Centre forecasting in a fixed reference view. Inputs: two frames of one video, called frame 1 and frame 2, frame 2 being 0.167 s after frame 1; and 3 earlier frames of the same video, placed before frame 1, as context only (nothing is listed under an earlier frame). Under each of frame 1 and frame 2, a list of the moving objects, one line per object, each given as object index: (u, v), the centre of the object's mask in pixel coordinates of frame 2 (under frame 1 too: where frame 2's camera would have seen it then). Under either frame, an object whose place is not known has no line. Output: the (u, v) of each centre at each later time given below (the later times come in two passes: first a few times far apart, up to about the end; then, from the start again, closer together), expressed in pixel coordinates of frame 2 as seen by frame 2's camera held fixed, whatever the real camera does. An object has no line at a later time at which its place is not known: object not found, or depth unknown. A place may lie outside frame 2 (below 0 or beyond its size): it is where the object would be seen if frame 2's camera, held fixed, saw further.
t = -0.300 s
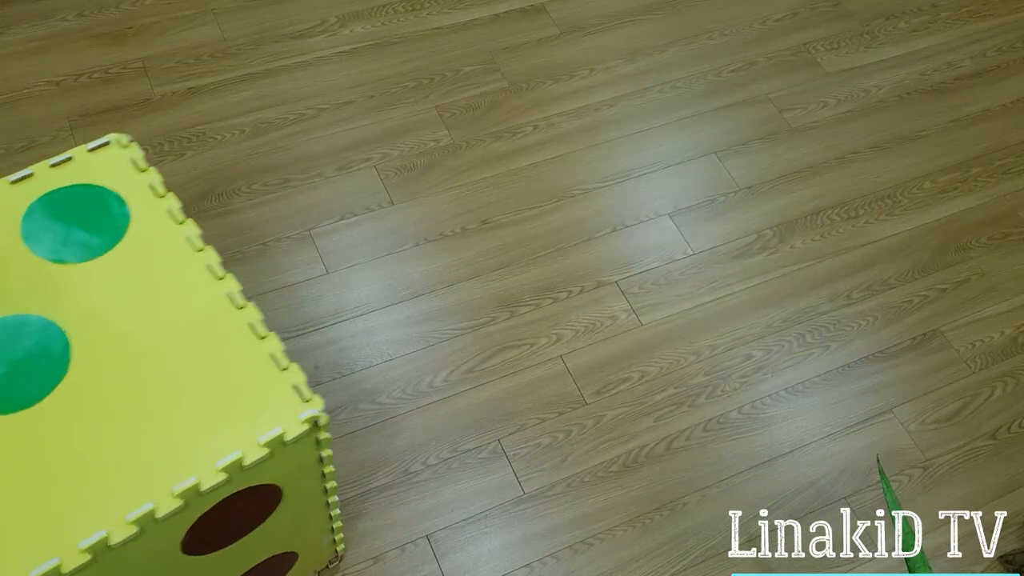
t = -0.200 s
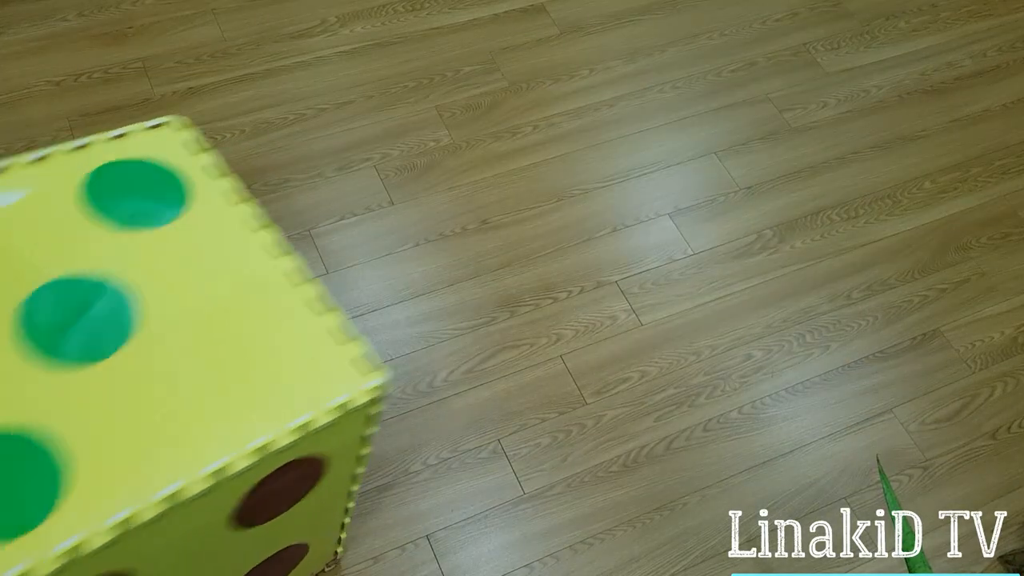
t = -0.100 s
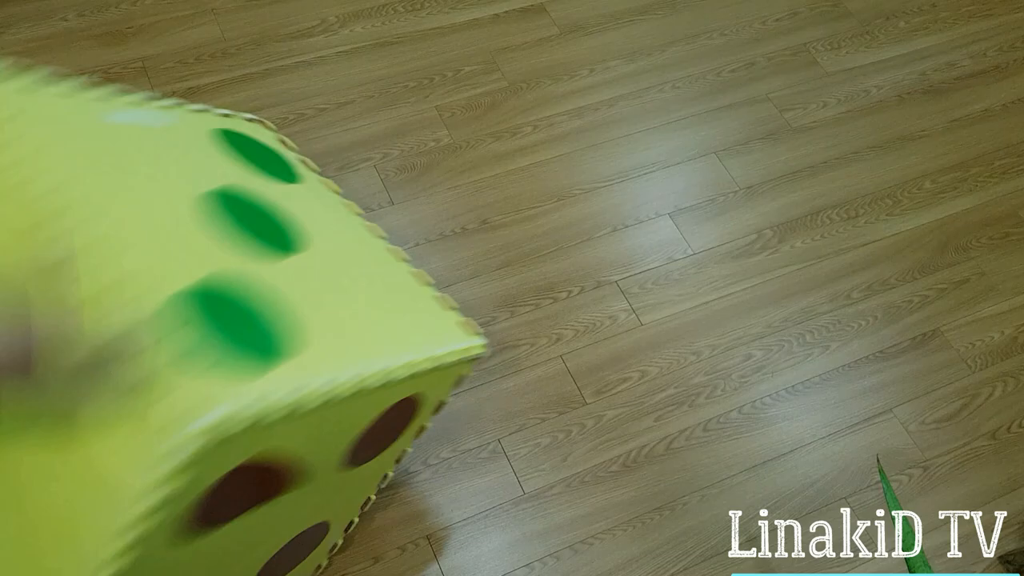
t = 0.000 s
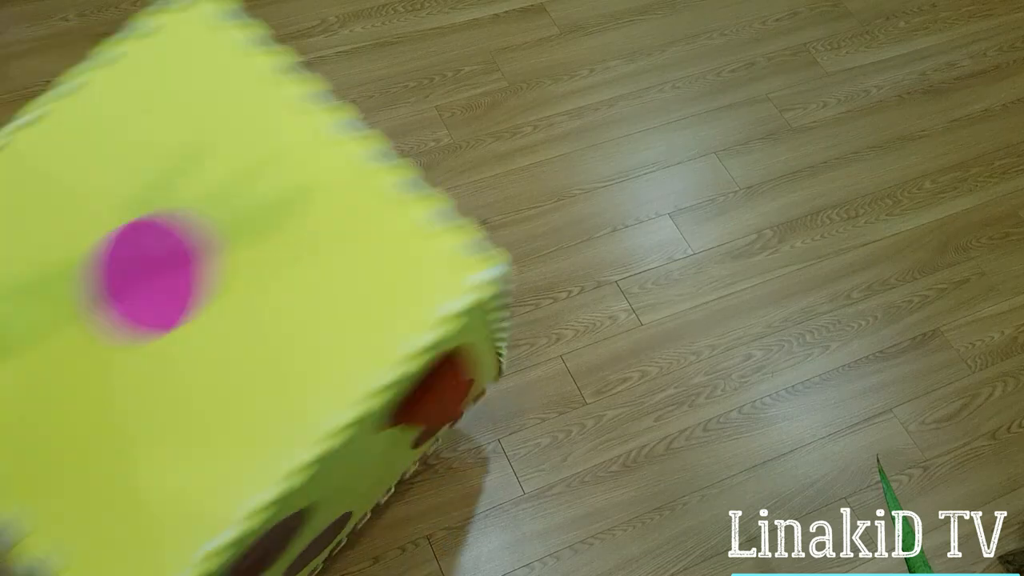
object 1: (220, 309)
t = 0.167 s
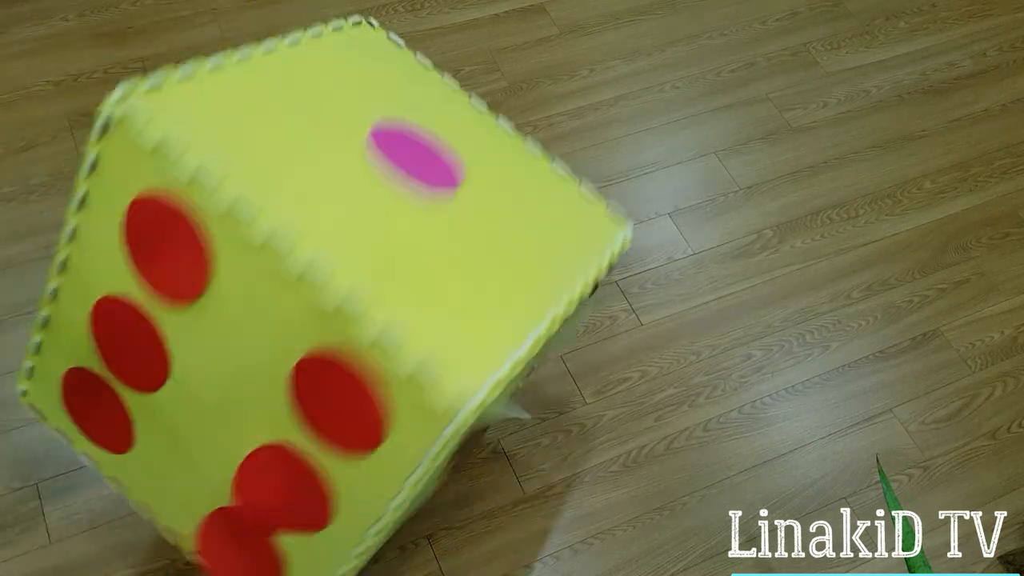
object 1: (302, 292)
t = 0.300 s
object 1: (334, 269)
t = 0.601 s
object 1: (406, 219)
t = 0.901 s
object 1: (406, 219)
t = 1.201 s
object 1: (406, 219)
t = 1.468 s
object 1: (406, 219)
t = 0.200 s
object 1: (310, 281)
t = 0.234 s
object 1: (315, 275)
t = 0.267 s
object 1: (325, 272)
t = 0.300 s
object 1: (334, 269)
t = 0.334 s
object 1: (344, 270)
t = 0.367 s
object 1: (358, 265)
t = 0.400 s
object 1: (369, 246)
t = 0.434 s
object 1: (376, 226)
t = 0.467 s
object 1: (380, 207)
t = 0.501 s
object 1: (383, 194)
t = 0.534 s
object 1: (406, 220)
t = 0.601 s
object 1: (406, 219)
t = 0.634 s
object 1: (406, 219)
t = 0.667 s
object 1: (406, 219)
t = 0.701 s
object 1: (406, 219)
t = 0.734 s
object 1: (406, 219)
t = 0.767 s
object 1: (406, 219)
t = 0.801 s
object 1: (406, 219)
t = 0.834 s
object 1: (406, 219)
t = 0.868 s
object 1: (406, 219)
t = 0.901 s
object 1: (406, 219)
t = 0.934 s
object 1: (406, 219)
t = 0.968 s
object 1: (407, 219)
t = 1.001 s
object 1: (406, 219)
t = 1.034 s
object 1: (406, 219)
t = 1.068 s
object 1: (406, 219)
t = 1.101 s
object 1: (406, 219)
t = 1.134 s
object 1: (406, 219)
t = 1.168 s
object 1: (406, 219)
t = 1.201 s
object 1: (406, 219)
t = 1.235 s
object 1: (406, 219)
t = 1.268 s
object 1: (406, 219)
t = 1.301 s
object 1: (406, 219)
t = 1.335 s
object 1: (406, 219)
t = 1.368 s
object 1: (406, 219)
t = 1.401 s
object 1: (406, 219)
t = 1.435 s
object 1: (406, 219)
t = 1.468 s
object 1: (406, 219)
